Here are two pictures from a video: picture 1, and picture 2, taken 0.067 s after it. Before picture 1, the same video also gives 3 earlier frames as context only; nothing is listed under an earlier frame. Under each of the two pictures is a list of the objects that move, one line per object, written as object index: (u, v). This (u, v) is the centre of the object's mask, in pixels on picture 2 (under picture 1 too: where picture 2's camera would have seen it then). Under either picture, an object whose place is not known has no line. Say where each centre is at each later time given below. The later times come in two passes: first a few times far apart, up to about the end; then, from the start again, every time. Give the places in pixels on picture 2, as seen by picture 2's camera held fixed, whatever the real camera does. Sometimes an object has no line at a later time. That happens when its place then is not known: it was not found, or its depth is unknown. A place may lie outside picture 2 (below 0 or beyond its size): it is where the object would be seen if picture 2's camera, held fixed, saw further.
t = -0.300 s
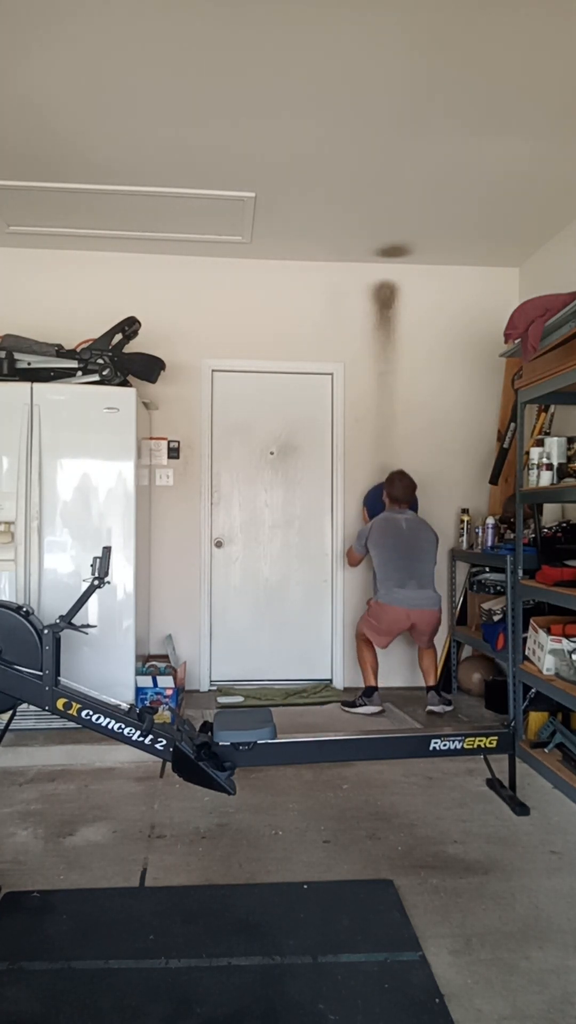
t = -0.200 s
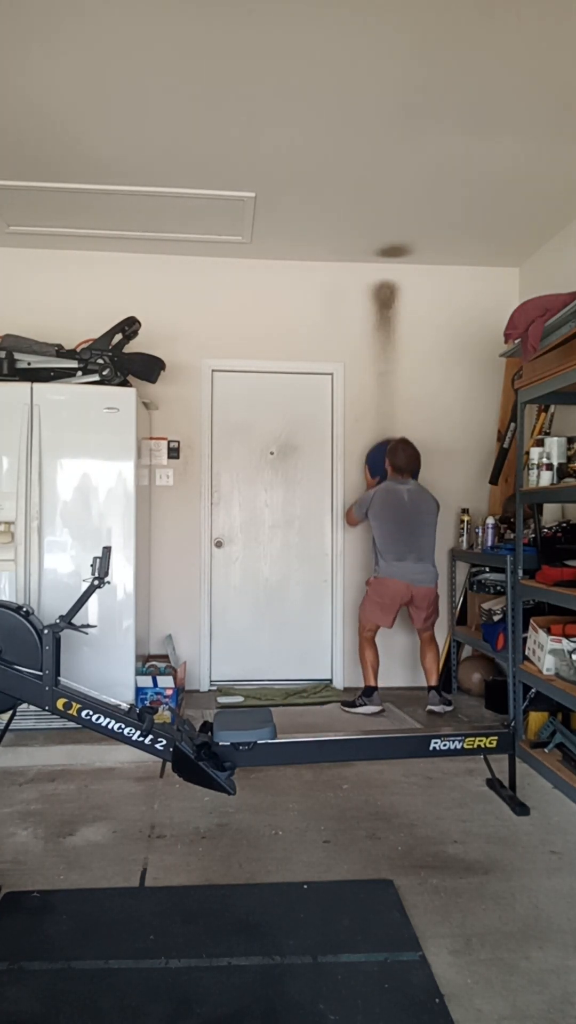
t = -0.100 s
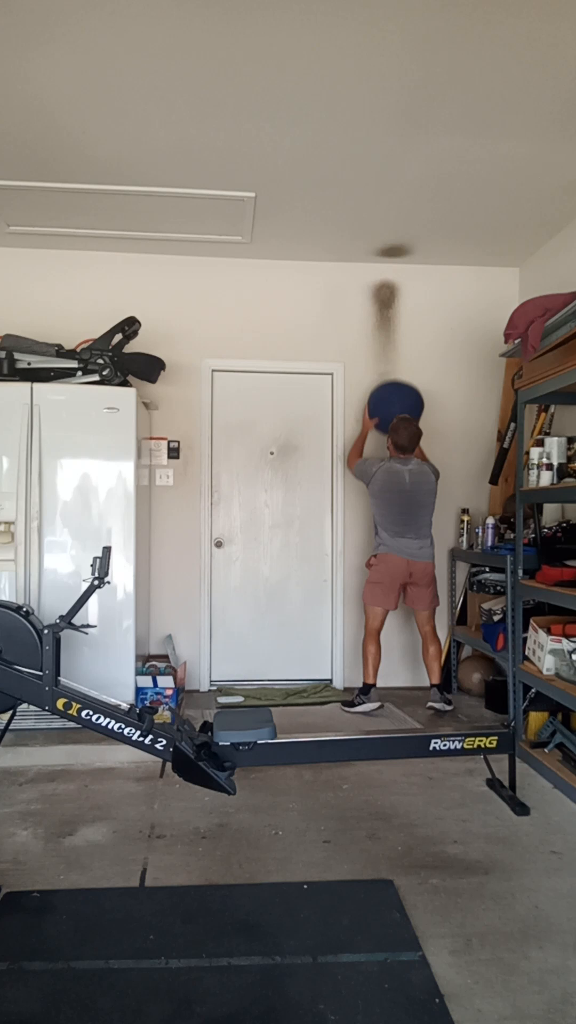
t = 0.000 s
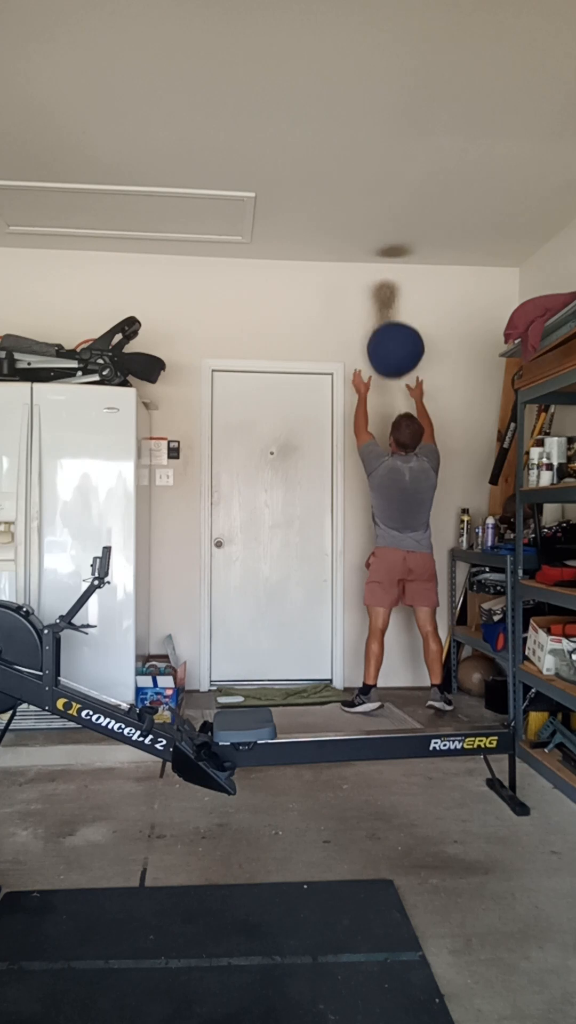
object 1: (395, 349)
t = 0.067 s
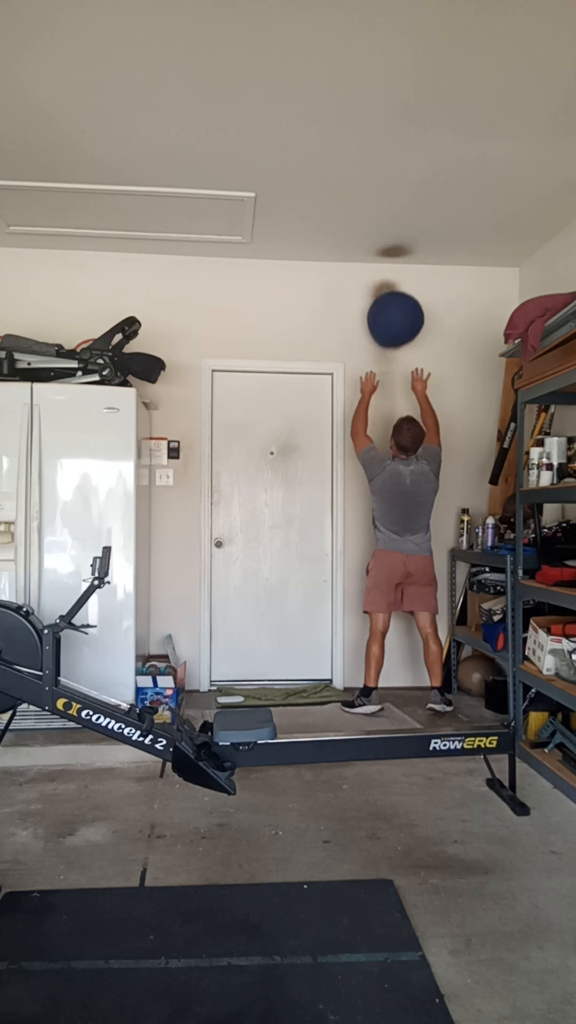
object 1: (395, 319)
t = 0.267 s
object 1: (393, 278)
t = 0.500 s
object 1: (394, 339)
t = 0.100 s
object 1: (395, 307)
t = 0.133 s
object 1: (395, 296)
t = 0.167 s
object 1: (395, 287)
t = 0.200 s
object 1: (394, 280)
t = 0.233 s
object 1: (394, 276)
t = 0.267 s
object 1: (393, 278)
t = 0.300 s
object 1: (393, 283)
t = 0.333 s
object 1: (394, 289)
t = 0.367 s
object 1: (394, 295)
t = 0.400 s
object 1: (394, 304)
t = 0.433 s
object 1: (394, 314)
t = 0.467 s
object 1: (394, 325)
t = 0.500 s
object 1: (394, 339)
